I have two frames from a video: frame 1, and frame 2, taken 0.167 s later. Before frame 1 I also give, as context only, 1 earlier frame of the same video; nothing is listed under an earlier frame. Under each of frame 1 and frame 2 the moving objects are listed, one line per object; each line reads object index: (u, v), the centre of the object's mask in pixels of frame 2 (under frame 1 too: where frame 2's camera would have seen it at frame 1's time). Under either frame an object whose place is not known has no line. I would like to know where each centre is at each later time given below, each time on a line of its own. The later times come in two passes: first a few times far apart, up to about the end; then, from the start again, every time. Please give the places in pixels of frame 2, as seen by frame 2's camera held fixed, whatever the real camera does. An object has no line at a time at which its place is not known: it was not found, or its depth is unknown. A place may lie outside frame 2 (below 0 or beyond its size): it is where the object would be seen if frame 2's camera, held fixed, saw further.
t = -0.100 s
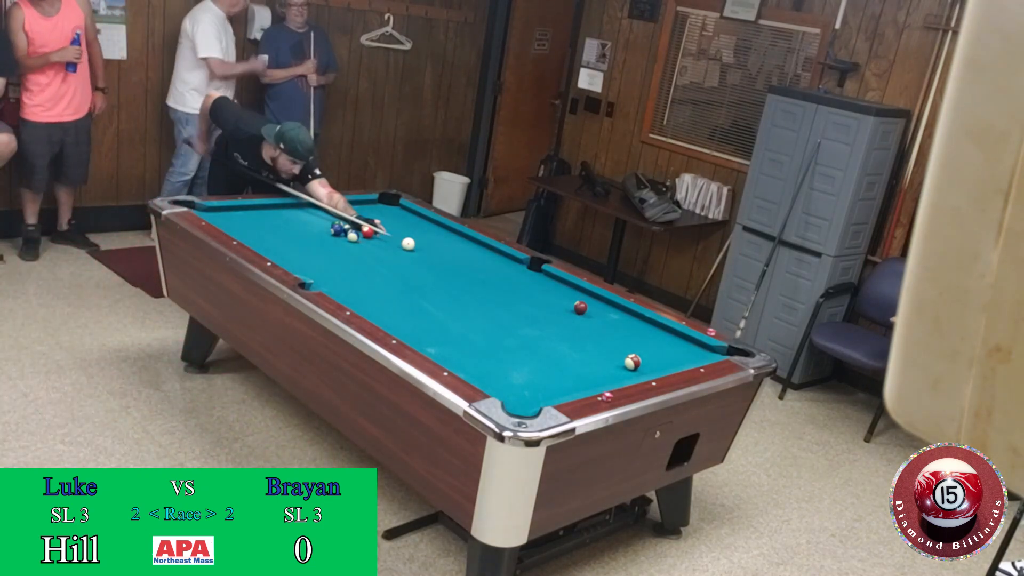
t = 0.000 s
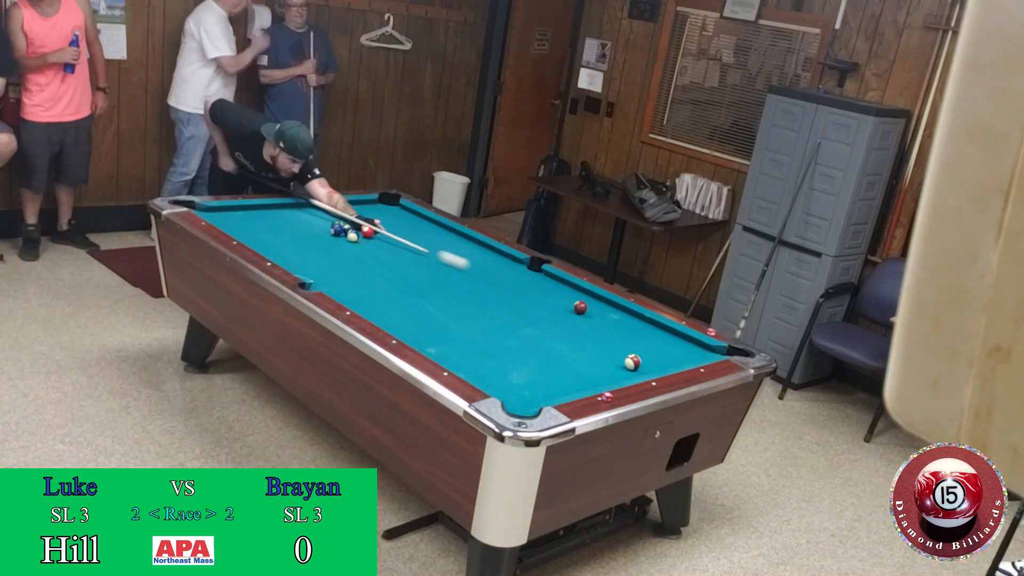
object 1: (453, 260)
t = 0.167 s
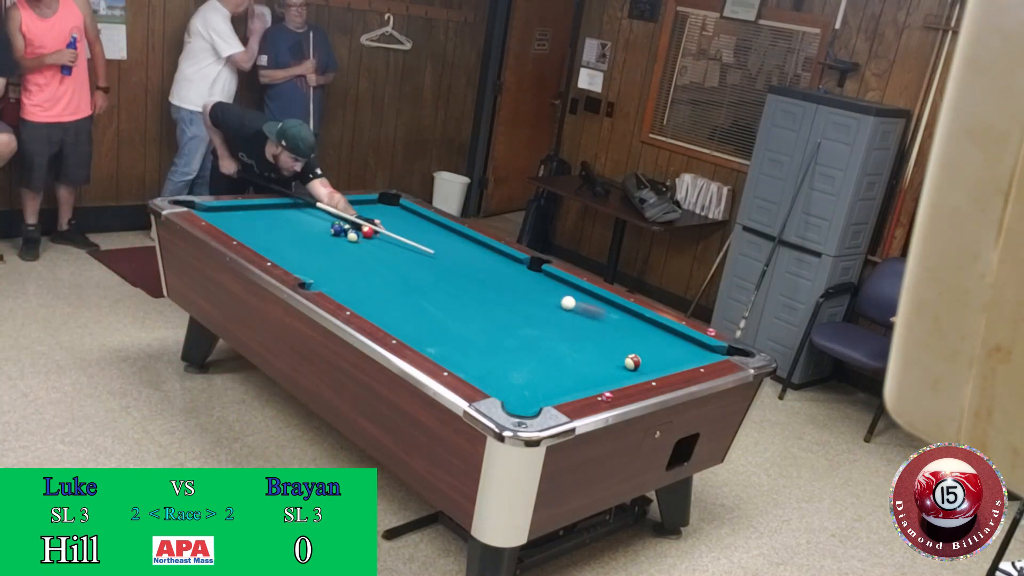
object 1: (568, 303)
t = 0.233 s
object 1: (567, 305)
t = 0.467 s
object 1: (578, 312)
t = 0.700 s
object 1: (590, 321)
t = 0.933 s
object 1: (602, 329)
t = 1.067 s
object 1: (609, 333)
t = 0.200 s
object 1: (567, 304)
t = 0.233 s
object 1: (567, 305)
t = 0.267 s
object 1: (568, 305)
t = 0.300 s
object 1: (569, 306)
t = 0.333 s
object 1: (571, 308)
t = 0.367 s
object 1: (573, 309)
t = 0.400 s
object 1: (575, 310)
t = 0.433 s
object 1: (576, 311)
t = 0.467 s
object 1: (578, 312)
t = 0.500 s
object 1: (580, 314)
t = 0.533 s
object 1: (582, 315)
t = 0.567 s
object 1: (583, 316)
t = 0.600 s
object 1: (585, 317)
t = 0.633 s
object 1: (587, 318)
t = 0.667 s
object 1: (589, 320)
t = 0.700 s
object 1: (590, 321)
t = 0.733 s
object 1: (592, 322)
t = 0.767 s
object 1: (594, 323)
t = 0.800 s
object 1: (596, 324)
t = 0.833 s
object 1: (597, 325)
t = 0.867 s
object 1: (599, 327)
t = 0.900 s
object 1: (601, 328)
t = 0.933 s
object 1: (602, 329)
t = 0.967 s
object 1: (604, 330)
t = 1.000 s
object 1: (606, 331)
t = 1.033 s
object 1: (608, 332)
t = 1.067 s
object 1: (609, 333)
